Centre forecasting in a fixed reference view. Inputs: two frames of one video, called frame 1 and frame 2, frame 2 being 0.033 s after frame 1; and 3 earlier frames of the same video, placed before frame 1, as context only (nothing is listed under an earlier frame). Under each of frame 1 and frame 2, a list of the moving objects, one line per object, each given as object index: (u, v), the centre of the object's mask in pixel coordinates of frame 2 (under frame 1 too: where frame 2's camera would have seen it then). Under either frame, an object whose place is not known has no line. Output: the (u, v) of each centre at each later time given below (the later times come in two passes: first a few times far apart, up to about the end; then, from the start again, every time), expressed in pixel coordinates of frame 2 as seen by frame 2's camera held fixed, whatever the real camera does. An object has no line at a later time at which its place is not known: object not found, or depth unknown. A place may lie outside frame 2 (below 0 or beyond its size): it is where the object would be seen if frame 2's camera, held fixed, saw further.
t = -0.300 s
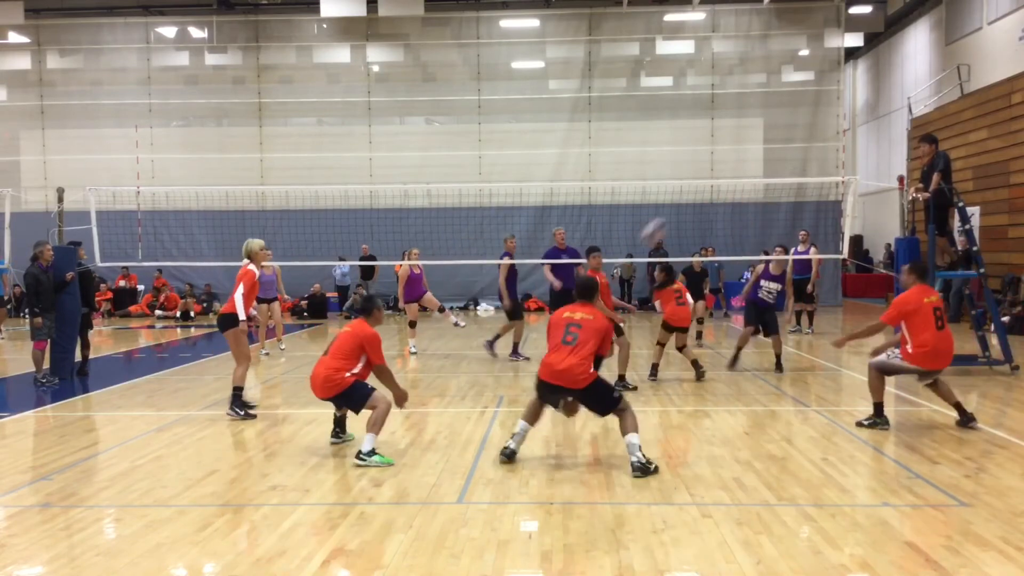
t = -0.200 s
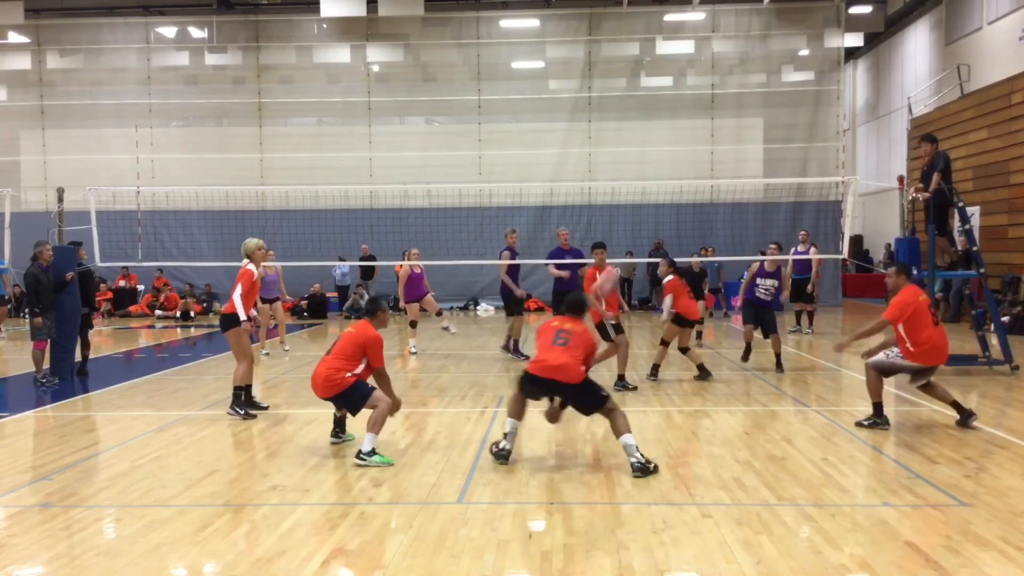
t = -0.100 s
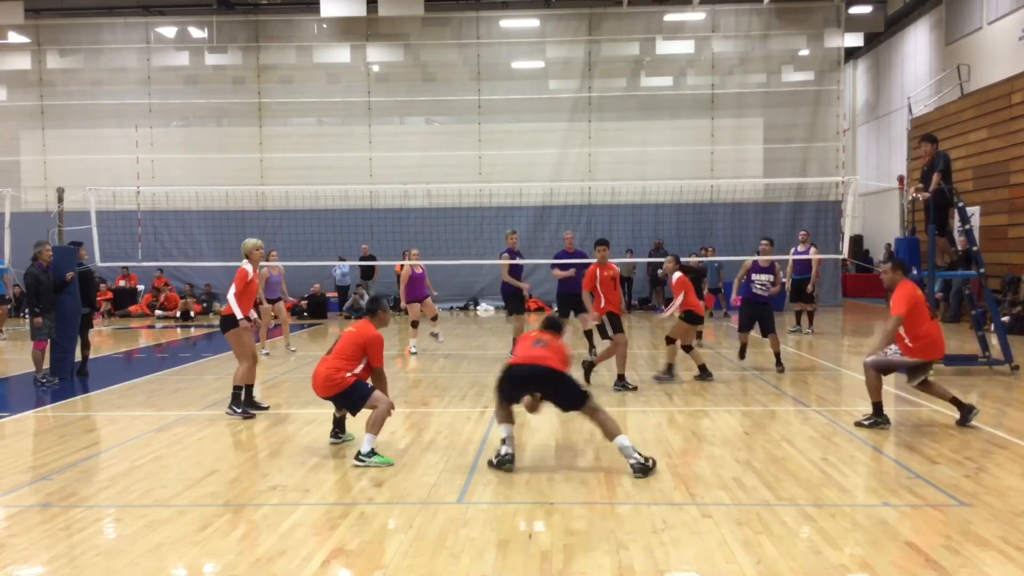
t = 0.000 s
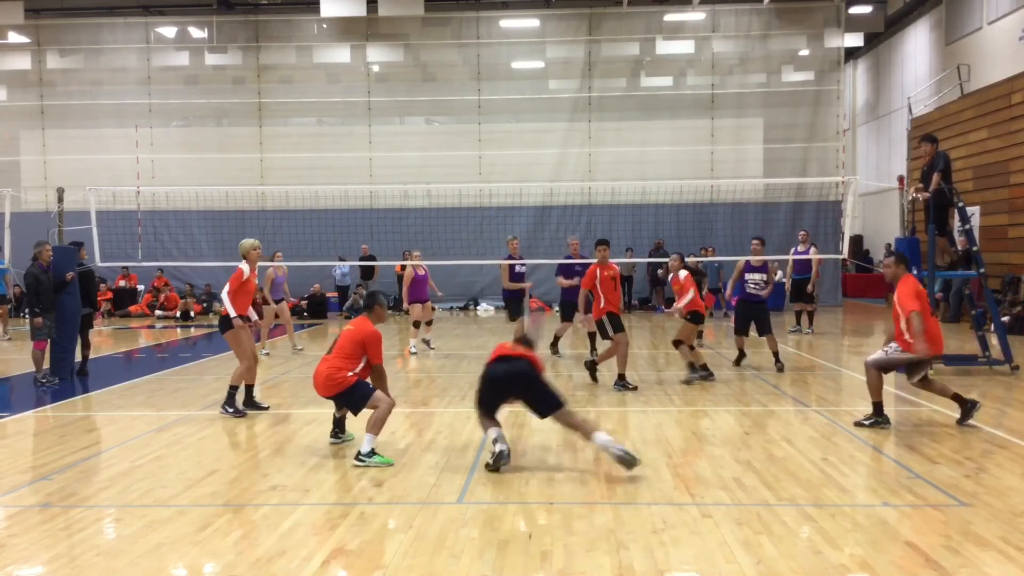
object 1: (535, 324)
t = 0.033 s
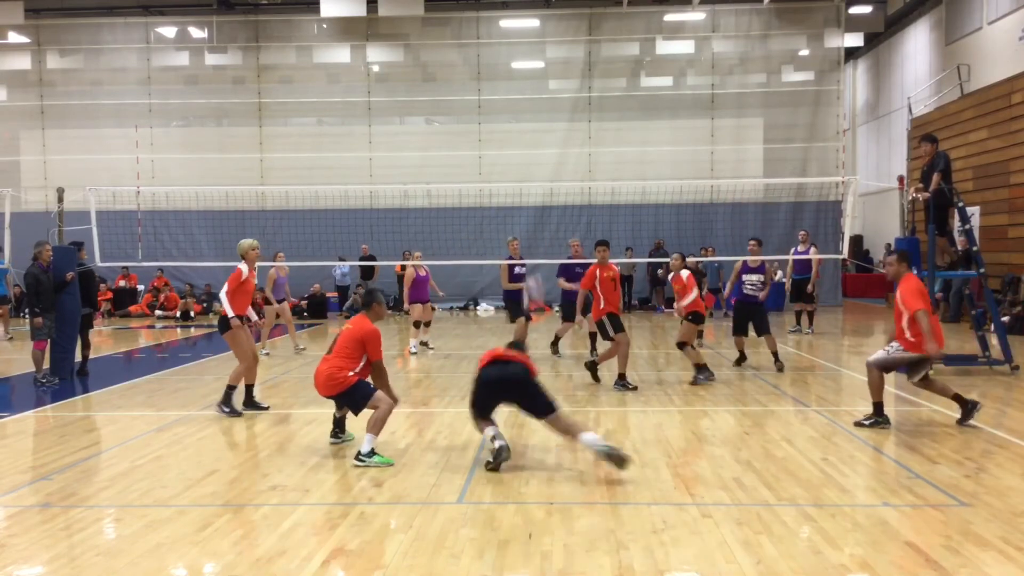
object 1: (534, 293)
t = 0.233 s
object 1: (537, 170)
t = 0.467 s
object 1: (542, 99)
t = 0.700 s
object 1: (549, 84)
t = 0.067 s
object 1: (534, 268)
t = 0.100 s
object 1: (533, 244)
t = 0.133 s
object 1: (535, 223)
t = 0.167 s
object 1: (537, 206)
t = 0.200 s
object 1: (536, 188)
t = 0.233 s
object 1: (537, 170)
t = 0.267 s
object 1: (537, 157)
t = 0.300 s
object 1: (538, 143)
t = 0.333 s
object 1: (539, 132)
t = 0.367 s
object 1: (540, 121)
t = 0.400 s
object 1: (541, 113)
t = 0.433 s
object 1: (542, 105)
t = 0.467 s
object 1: (542, 99)
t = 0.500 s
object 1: (544, 92)
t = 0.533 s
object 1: (545, 89)
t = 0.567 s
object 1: (546, 85)
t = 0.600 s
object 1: (547, 83)
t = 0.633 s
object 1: (548, 82)
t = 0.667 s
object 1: (549, 83)
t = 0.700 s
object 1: (549, 84)
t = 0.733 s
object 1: (550, 86)
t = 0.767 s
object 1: (552, 88)
